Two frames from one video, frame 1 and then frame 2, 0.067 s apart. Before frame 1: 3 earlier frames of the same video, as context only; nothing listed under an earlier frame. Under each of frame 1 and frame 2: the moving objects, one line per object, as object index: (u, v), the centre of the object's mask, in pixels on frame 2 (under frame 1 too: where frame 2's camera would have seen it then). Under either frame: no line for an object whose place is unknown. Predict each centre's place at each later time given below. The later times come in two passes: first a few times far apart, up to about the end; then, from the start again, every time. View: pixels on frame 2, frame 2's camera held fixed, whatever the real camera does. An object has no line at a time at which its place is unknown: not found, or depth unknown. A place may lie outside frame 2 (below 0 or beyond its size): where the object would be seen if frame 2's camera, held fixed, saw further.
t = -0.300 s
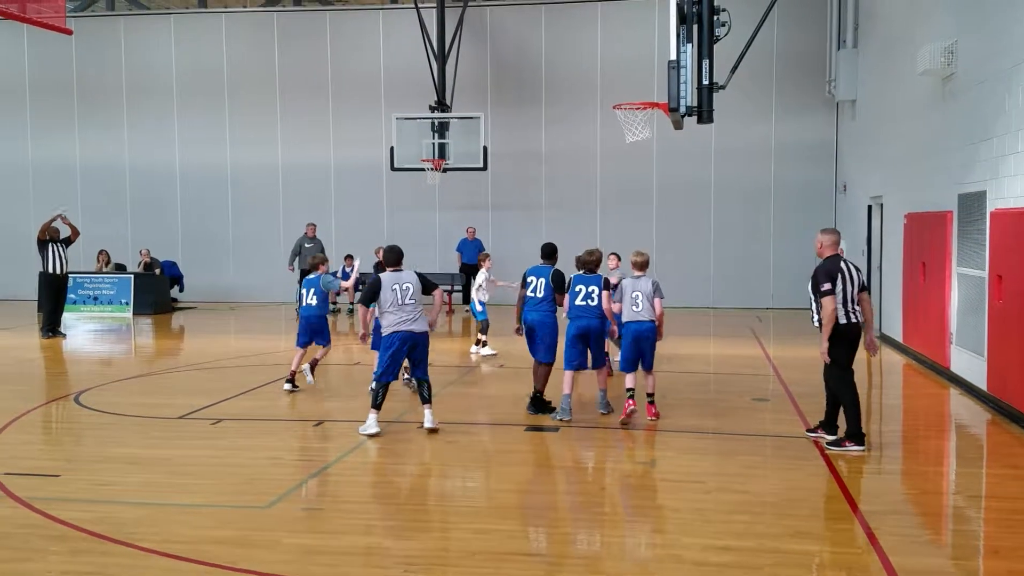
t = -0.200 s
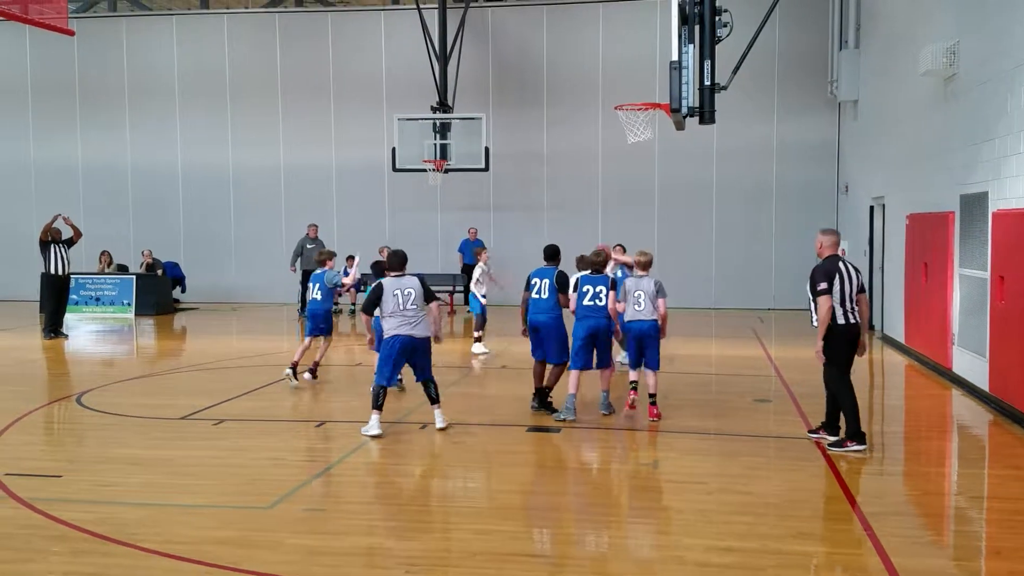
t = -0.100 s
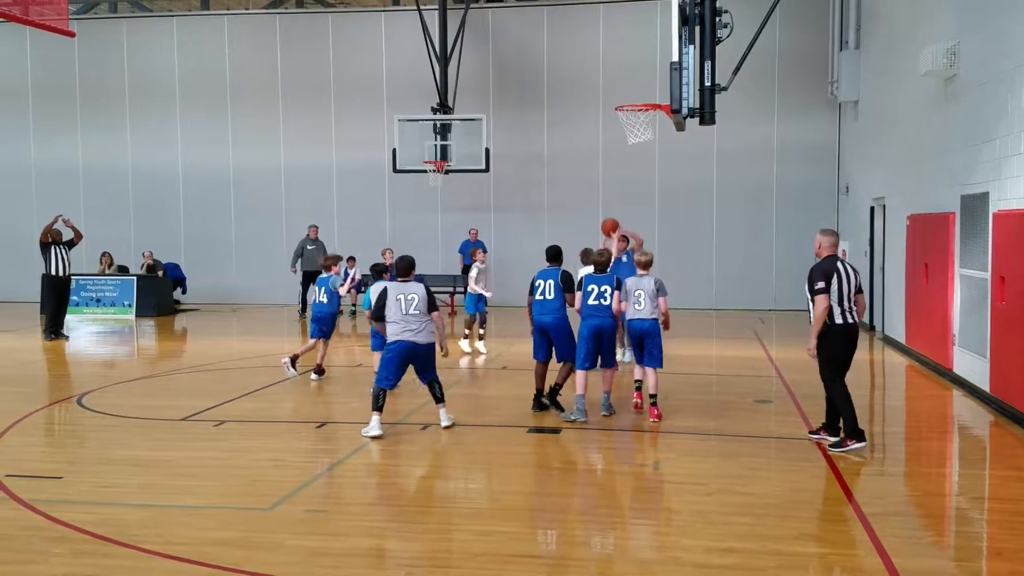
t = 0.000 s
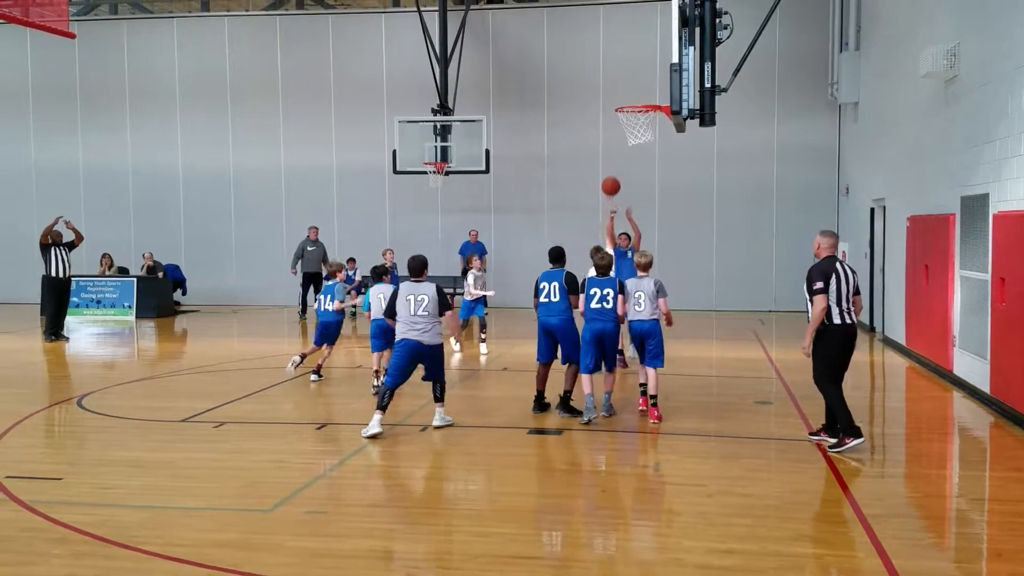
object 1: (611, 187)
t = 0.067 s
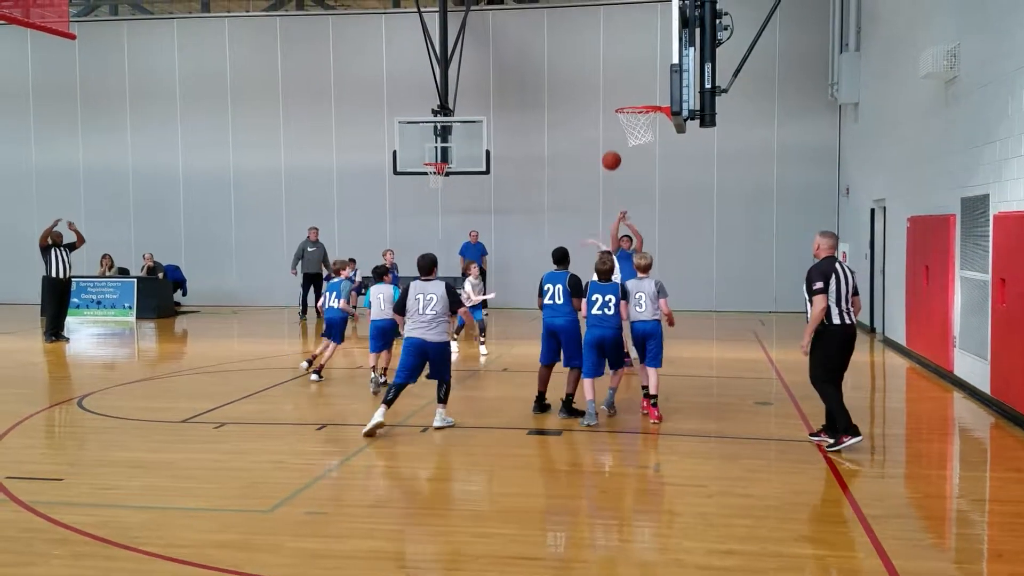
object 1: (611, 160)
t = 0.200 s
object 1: (611, 116)
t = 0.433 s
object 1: (614, 70)
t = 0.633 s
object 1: (616, 66)
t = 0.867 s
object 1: (617, 99)
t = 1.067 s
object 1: (623, 82)
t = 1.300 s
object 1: (630, 109)
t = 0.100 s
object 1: (611, 148)
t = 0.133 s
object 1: (612, 136)
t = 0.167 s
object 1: (612, 126)
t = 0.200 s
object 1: (611, 116)
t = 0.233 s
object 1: (612, 106)
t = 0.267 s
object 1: (613, 98)
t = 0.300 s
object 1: (613, 91)
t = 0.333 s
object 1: (613, 84)
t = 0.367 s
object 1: (614, 79)
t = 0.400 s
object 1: (614, 74)
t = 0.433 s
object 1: (614, 70)
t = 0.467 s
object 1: (614, 67)
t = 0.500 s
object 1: (615, 65)
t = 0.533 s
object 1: (615, 63)
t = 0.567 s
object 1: (615, 63)
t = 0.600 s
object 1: (615, 64)
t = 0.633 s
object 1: (616, 66)
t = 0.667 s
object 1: (616, 68)
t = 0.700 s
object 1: (616, 72)
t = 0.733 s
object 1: (616, 77)
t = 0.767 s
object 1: (616, 83)
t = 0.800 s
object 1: (617, 90)
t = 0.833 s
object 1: (617, 98)
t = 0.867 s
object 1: (617, 99)
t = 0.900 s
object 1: (618, 94)
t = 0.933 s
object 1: (619, 90)
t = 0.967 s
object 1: (620, 86)
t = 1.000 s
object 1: (621, 84)
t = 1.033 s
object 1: (622, 82)
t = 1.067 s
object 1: (623, 82)
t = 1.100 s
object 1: (624, 83)
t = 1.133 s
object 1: (625, 85)
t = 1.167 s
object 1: (626, 87)
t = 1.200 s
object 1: (627, 91)
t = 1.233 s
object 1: (628, 96)
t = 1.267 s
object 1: (629, 102)
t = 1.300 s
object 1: (630, 109)
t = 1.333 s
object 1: (631, 117)
